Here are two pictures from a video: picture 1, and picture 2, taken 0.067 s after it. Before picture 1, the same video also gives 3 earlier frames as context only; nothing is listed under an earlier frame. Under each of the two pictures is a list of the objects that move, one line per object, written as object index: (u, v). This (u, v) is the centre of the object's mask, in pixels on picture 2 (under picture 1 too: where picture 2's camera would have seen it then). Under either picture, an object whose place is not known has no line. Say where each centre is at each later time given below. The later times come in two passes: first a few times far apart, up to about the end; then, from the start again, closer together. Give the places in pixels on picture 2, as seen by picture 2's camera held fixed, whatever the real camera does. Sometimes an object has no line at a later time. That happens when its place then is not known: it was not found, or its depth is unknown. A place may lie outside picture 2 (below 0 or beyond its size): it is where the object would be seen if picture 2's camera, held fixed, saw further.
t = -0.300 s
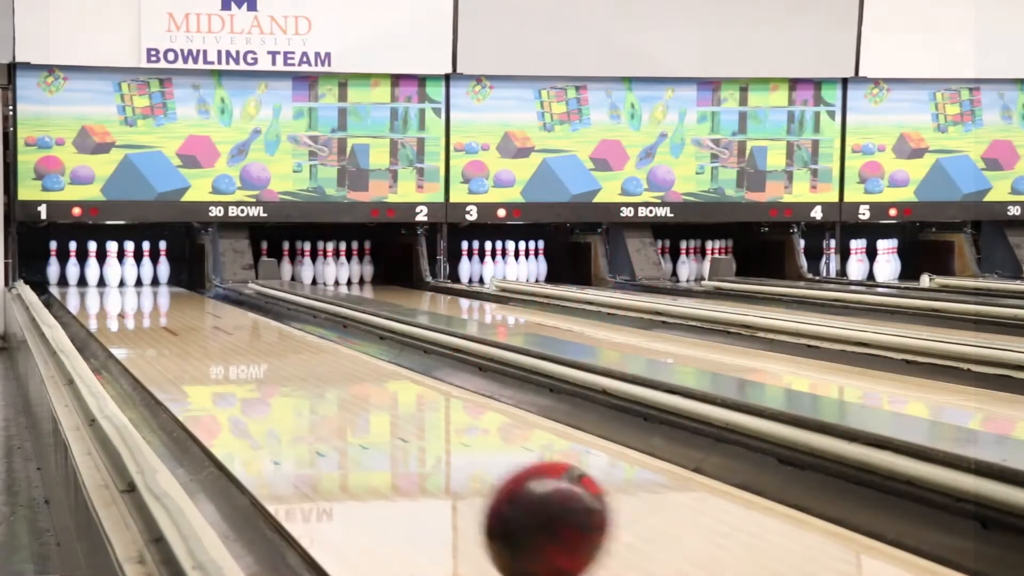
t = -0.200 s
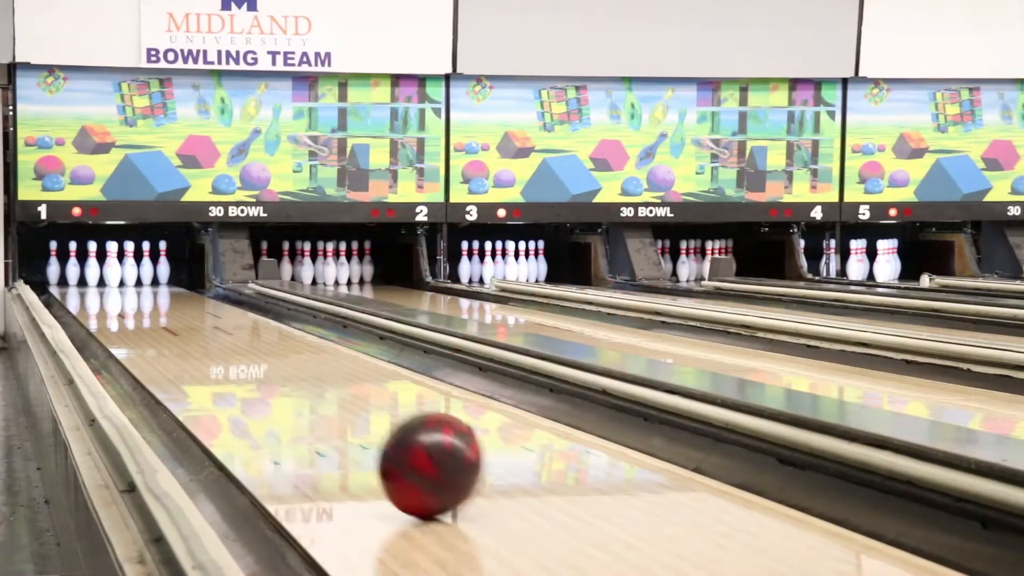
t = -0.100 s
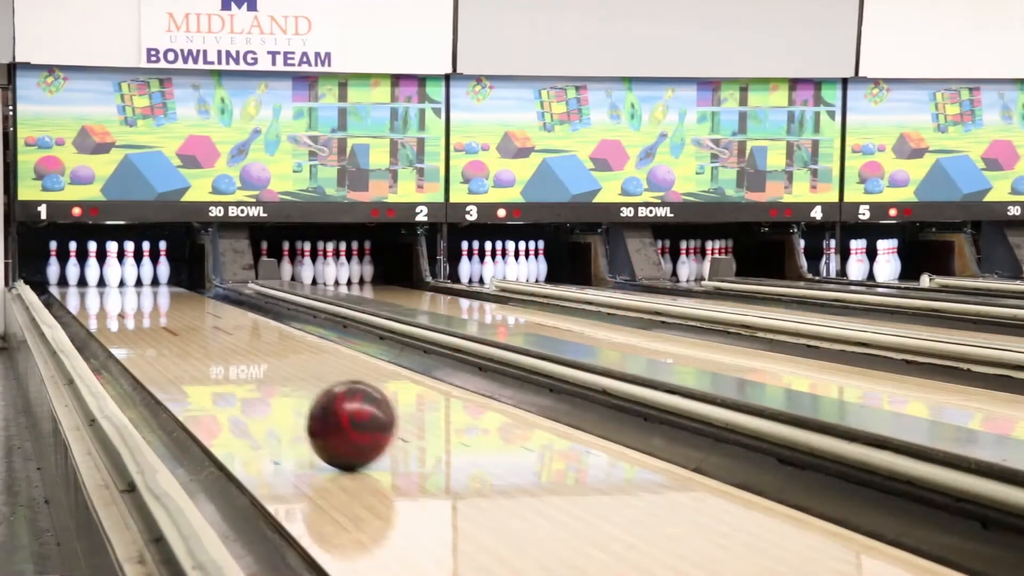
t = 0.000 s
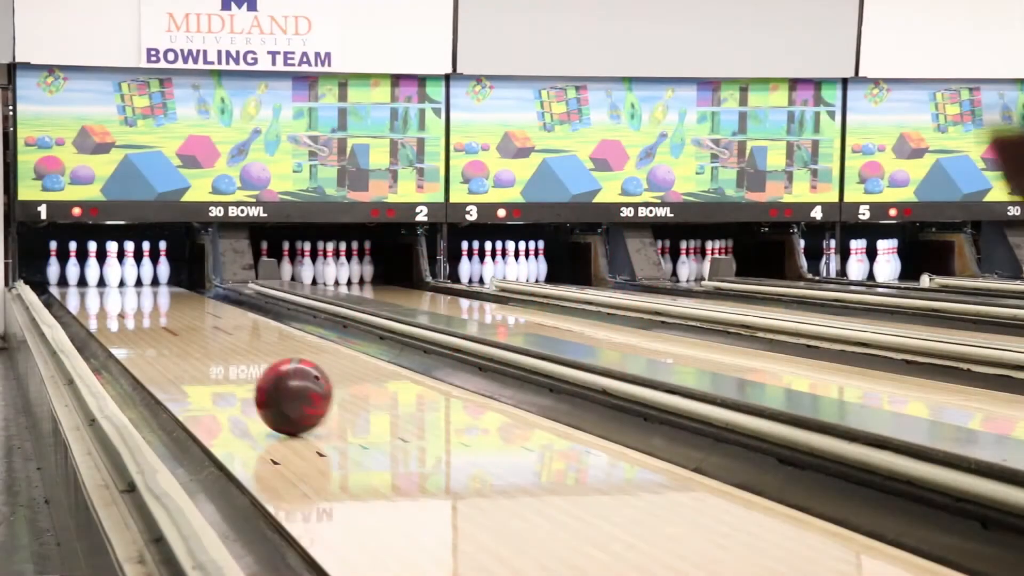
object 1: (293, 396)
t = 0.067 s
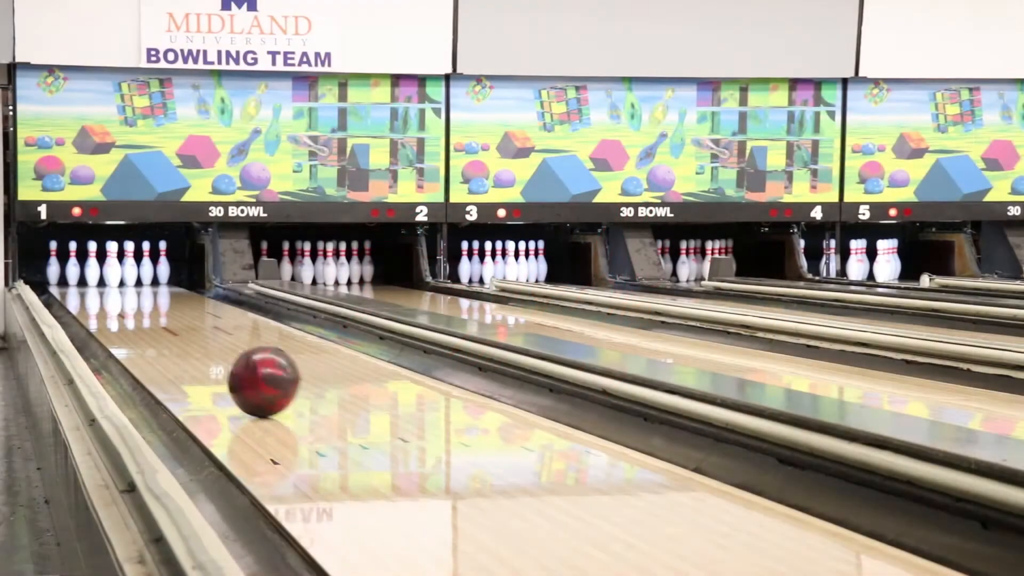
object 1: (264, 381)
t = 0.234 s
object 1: (207, 353)
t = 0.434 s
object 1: (163, 330)
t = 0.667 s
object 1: (129, 311)
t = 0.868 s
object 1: (110, 299)
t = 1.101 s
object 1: (98, 289)
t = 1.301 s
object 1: (97, 282)
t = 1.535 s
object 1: (102, 276)
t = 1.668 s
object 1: (100, 274)
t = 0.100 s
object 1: (250, 375)
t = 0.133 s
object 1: (238, 369)
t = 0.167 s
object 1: (227, 363)
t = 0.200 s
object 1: (217, 358)
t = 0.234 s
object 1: (207, 353)
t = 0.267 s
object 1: (199, 349)
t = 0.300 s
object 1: (190, 345)
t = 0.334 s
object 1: (182, 341)
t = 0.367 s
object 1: (175, 337)
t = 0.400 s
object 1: (169, 334)
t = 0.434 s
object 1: (163, 330)
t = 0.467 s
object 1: (157, 327)
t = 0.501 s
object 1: (151, 324)
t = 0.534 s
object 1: (147, 321)
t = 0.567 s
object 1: (142, 318)
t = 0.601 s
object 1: (137, 316)
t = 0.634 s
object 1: (133, 314)
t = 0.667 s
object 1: (129, 311)
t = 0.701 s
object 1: (125, 309)
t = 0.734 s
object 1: (122, 306)
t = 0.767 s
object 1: (119, 304)
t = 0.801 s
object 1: (116, 303)
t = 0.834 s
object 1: (113, 301)
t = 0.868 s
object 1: (110, 299)
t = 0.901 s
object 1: (108, 297)
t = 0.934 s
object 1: (106, 296)
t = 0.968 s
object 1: (104, 294)
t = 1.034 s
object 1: (101, 291)
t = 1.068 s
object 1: (99, 290)
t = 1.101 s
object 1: (98, 289)
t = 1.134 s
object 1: (98, 288)
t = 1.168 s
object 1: (97, 286)
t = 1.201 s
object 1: (97, 285)
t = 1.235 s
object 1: (97, 284)
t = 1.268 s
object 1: (97, 283)
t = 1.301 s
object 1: (97, 282)
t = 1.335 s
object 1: (97, 281)
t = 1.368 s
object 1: (98, 280)
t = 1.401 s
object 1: (98, 279)
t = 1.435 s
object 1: (99, 278)
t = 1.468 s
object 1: (99, 277)
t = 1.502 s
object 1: (100, 277)
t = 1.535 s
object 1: (102, 276)
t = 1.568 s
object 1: (103, 275)
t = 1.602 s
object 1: (101, 275)
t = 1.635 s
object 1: (100, 274)
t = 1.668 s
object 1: (100, 274)
